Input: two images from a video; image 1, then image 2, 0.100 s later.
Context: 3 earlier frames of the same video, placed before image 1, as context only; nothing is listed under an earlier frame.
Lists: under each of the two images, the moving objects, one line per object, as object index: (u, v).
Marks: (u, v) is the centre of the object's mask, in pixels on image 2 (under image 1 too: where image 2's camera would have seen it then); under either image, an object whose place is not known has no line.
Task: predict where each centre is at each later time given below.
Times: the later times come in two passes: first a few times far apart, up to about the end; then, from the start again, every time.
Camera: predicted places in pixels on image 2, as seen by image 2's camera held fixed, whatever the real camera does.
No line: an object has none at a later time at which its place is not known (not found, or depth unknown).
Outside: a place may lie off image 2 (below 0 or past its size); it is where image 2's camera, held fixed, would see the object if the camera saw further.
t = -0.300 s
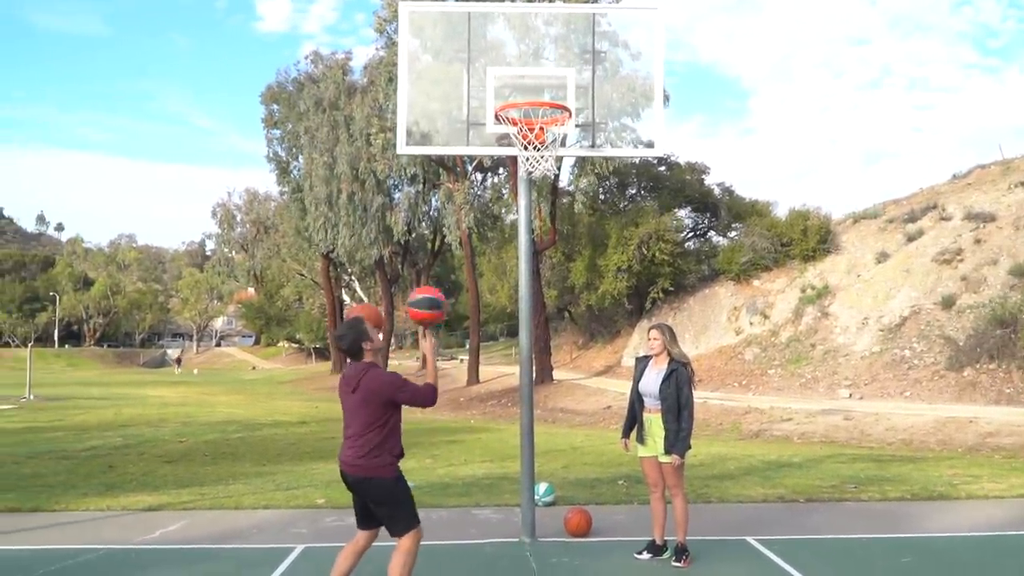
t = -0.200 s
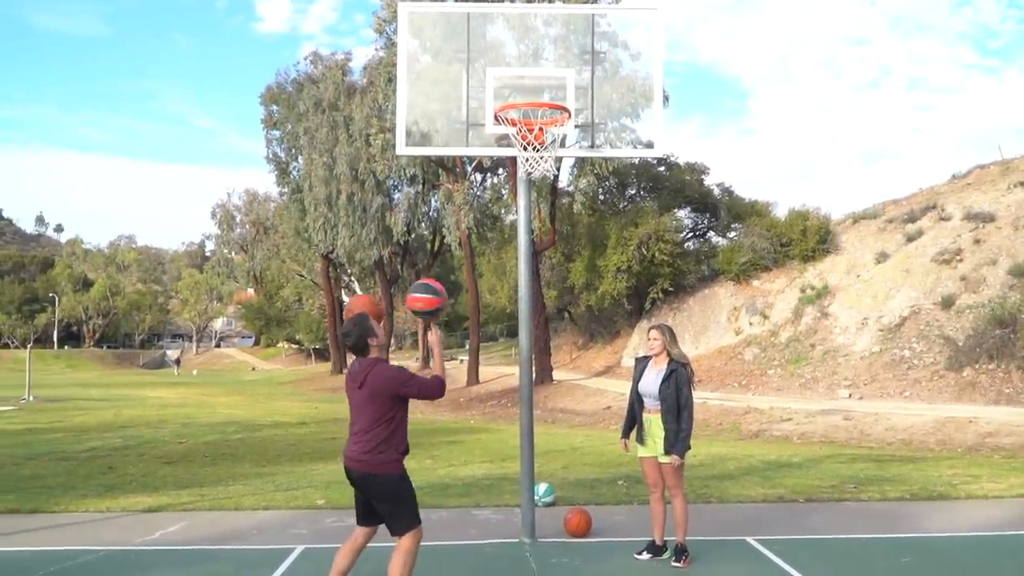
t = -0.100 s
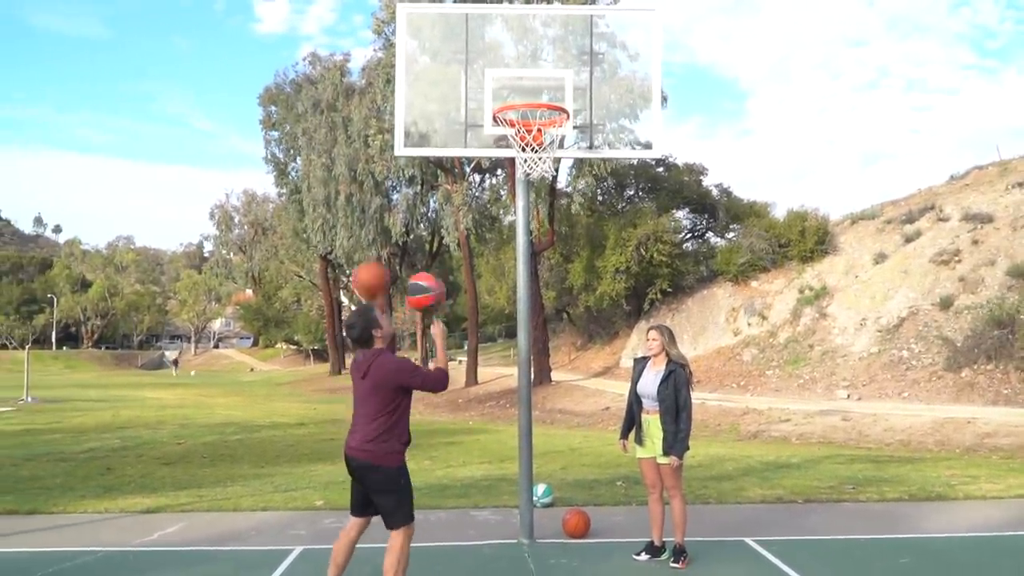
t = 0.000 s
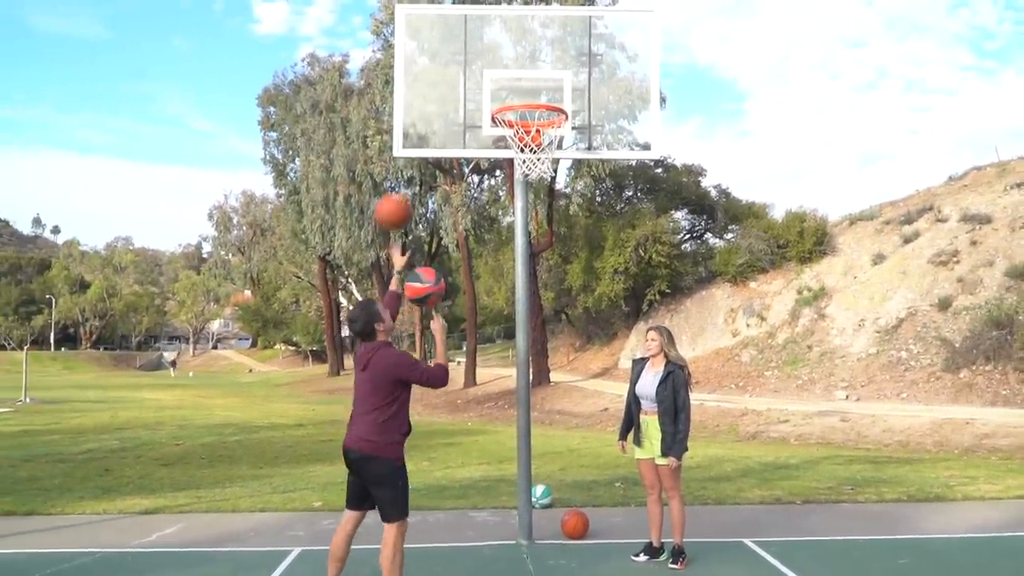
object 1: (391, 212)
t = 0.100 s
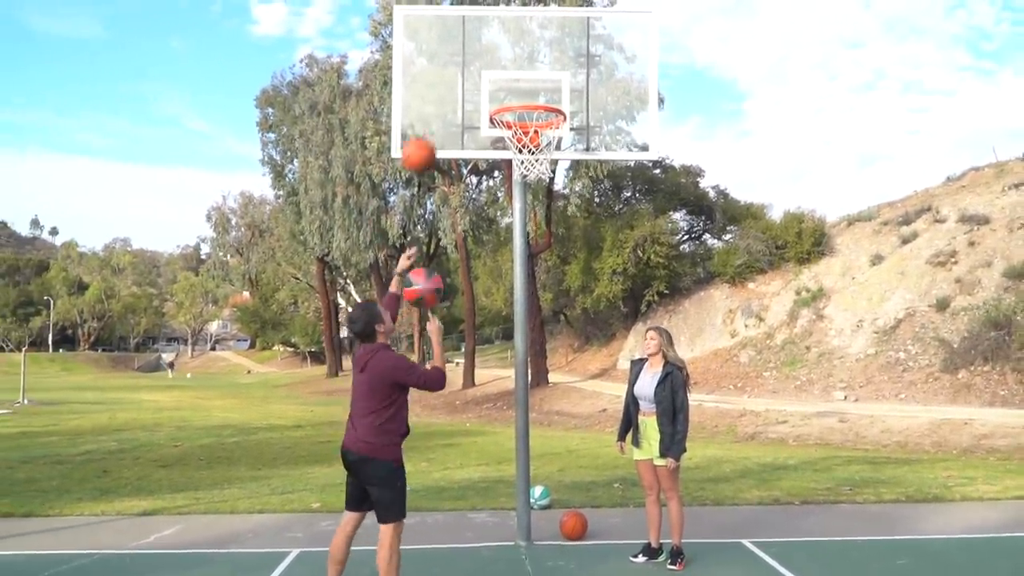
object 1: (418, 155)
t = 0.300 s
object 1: (469, 92)
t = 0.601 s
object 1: (510, 93)
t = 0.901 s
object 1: (544, 160)
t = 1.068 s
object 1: (547, 228)
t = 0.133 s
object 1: (428, 140)
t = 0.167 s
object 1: (436, 127)
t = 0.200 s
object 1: (445, 115)
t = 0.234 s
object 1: (454, 107)
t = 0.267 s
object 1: (462, 98)
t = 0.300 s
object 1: (469, 92)
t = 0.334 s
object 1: (474, 89)
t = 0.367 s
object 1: (479, 88)
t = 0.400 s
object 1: (484, 89)
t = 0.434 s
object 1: (489, 91)
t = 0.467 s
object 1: (494, 94)
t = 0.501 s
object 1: (498, 96)
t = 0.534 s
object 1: (502, 95)
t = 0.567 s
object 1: (506, 94)
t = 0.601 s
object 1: (510, 93)
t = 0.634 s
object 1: (514, 93)
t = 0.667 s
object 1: (517, 94)
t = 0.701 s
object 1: (522, 96)
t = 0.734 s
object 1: (526, 108)
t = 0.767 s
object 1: (532, 114)
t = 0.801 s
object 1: (537, 125)
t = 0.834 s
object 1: (536, 135)
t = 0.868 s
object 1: (539, 145)
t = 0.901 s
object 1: (544, 160)
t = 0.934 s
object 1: (543, 169)
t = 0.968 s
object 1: (544, 181)
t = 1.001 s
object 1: (545, 196)
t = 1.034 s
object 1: (545, 210)
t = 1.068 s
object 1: (547, 228)
